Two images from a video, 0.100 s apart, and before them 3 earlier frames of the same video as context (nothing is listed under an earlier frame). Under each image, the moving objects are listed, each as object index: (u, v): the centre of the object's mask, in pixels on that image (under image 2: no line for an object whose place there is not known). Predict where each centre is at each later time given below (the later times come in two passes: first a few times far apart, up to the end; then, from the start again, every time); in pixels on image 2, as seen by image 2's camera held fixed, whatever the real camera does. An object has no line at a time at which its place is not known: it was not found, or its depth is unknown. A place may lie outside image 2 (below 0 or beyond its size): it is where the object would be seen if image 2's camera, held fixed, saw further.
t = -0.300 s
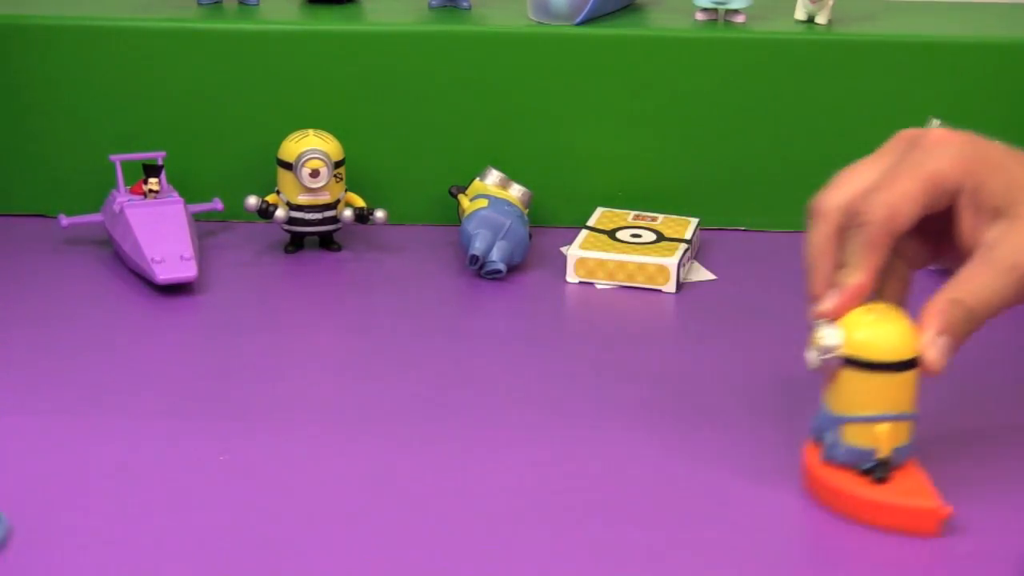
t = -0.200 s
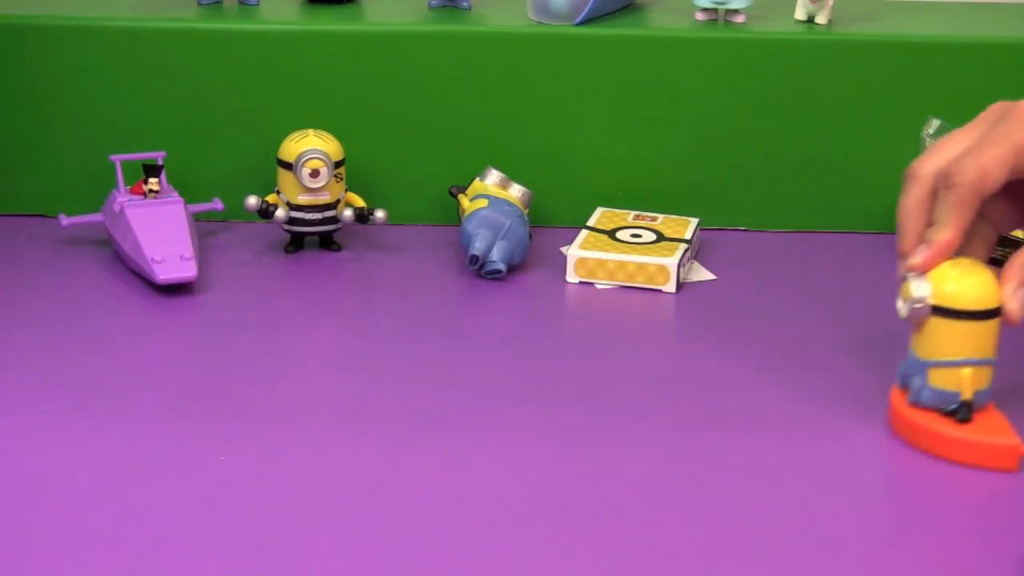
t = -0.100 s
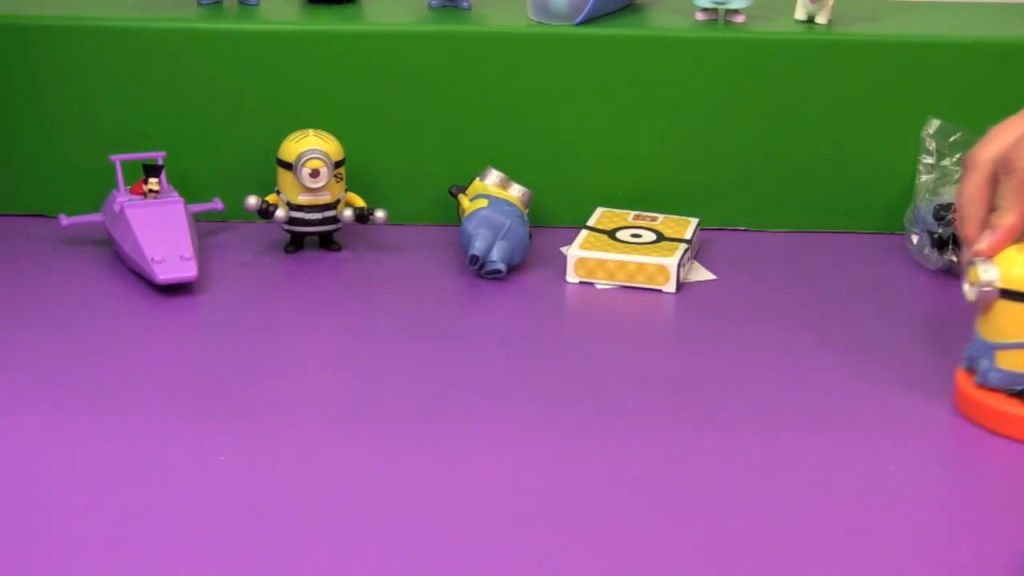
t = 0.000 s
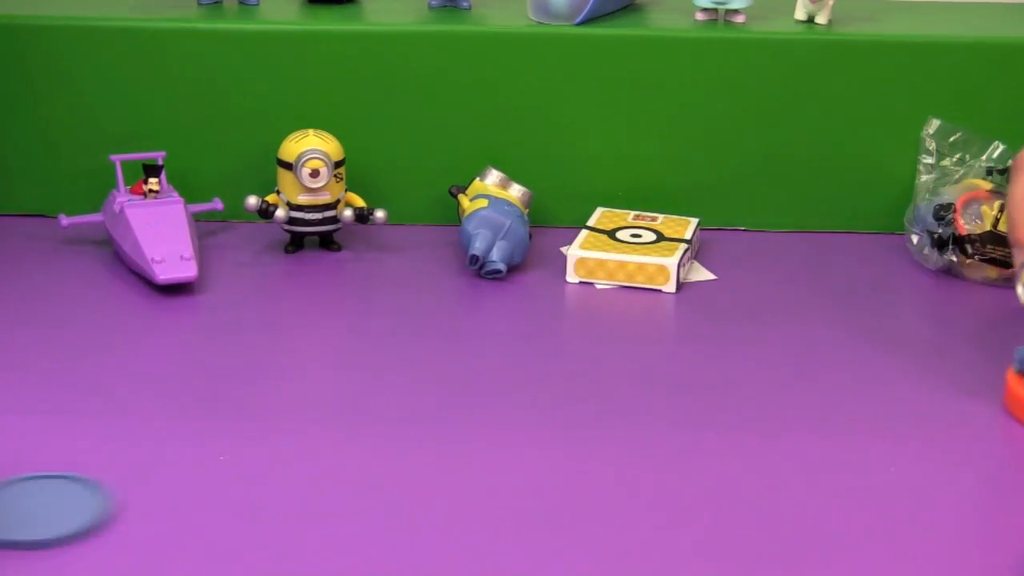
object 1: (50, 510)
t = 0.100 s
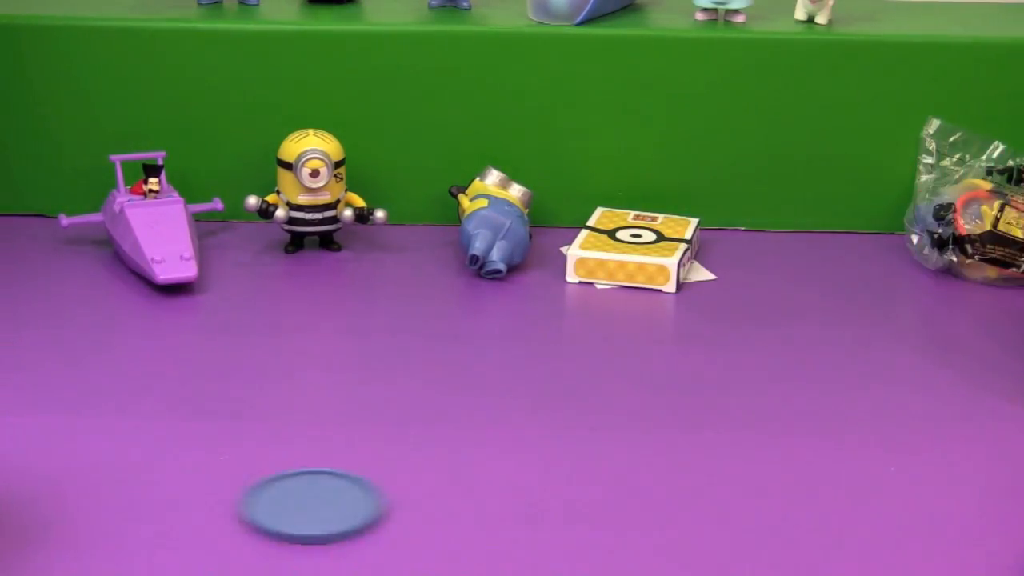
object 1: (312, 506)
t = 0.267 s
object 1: (616, 502)
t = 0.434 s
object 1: (739, 502)
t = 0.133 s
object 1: (388, 506)
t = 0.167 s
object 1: (456, 504)
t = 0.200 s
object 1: (516, 503)
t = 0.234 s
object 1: (570, 502)
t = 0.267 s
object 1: (616, 502)
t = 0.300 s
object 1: (654, 502)
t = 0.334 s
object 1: (686, 501)
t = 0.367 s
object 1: (711, 501)
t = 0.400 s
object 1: (728, 501)
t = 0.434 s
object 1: (739, 502)
